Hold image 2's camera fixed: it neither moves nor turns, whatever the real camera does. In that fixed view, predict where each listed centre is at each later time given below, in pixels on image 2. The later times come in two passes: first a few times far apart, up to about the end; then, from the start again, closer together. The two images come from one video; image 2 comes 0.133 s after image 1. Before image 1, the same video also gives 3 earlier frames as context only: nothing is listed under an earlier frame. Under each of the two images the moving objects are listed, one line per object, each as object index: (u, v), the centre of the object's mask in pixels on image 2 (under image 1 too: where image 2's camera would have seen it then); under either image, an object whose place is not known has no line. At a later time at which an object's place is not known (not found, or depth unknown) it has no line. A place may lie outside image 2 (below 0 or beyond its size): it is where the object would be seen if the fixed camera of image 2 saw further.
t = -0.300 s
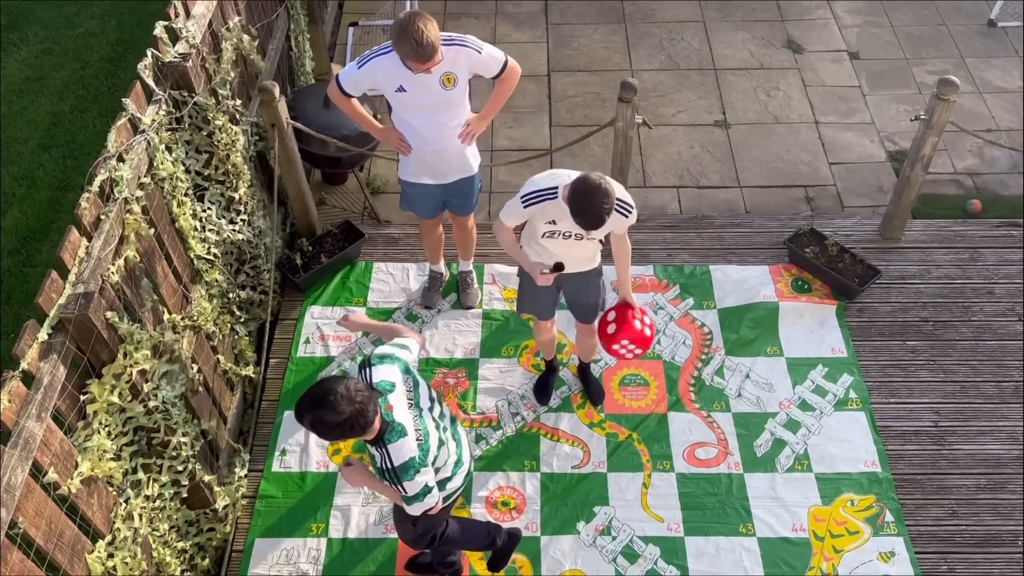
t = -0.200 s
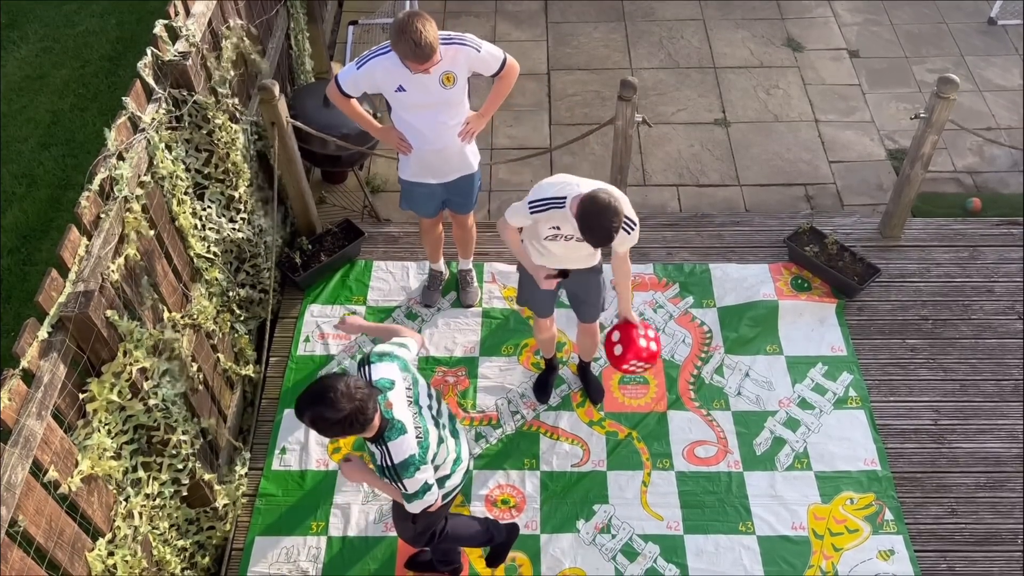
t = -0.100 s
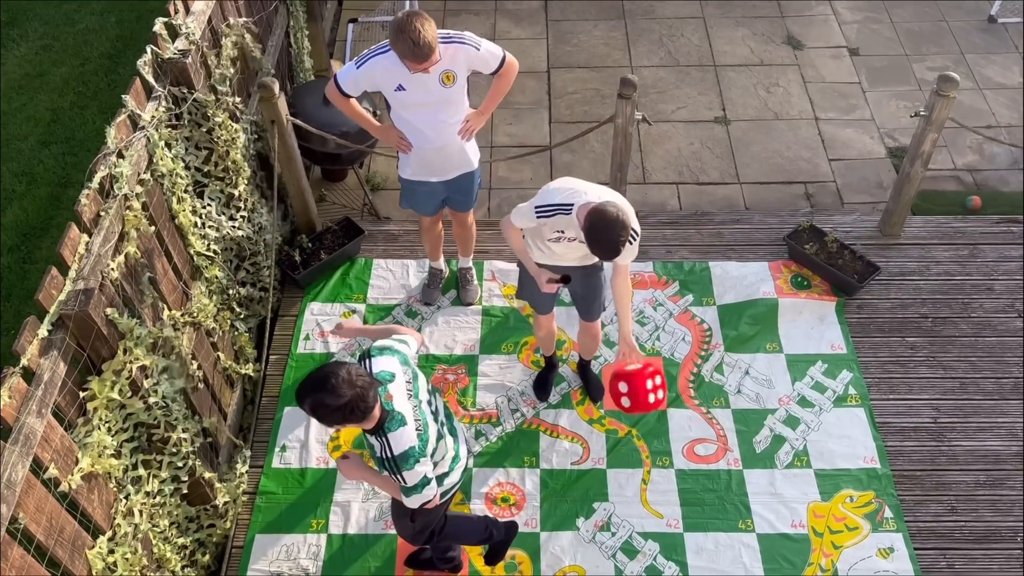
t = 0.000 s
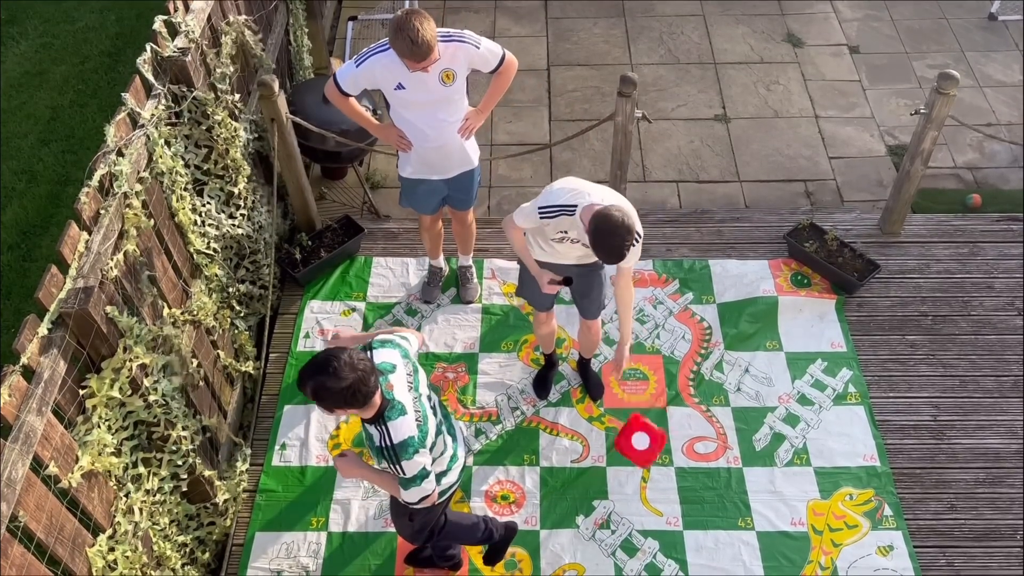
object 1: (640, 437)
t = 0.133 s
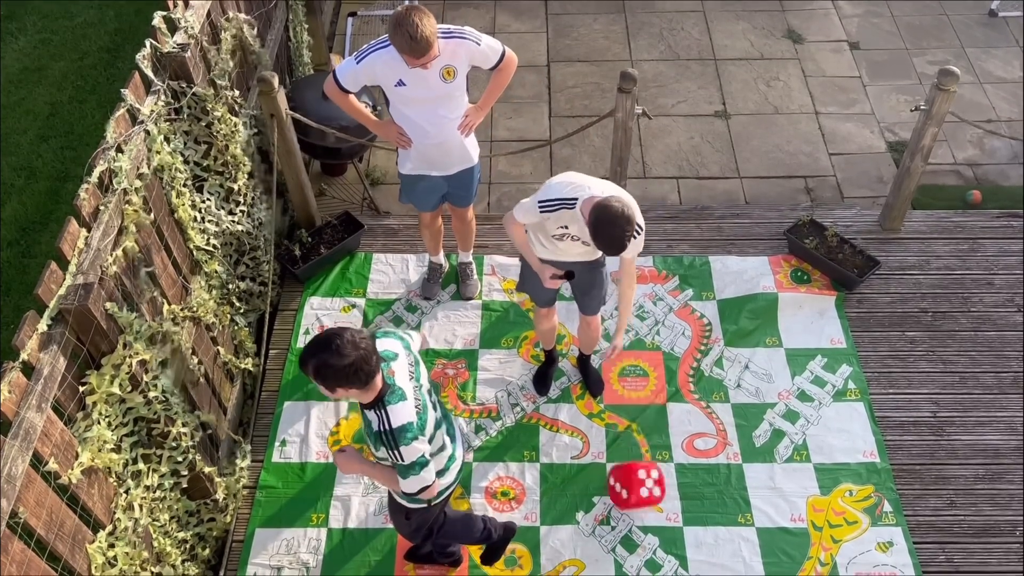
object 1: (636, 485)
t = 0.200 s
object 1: (632, 495)
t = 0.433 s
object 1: (612, 548)
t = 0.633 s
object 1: (598, 572)
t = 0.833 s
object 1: (594, 575)
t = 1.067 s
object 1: (598, 575)
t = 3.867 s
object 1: (594, 575)
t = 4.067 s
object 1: (594, 574)
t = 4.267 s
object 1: (594, 574)
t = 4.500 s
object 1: (594, 575)
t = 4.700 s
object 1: (594, 574)
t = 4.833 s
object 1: (594, 574)
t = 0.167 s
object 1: (635, 490)
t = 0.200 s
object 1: (632, 495)
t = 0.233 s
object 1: (630, 501)
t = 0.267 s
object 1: (626, 508)
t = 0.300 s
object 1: (623, 516)
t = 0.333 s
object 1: (621, 526)
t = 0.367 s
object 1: (618, 534)
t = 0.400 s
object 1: (614, 543)
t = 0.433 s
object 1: (612, 548)
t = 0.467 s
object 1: (610, 552)
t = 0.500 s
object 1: (608, 555)
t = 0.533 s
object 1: (605, 558)
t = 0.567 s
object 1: (603, 563)
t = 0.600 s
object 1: (601, 567)
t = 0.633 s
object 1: (598, 572)
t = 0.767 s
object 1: (595, 575)
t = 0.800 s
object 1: (594, 575)
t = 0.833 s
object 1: (594, 575)
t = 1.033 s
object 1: (597, 575)
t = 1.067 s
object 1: (598, 575)
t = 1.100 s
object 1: (597, 574)
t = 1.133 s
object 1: (597, 575)
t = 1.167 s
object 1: (596, 575)
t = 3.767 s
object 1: (594, 575)
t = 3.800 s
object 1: (594, 575)
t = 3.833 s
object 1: (594, 575)
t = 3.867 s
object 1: (594, 575)
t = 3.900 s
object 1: (594, 575)
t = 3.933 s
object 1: (594, 575)
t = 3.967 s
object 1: (594, 575)
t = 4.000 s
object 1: (594, 574)
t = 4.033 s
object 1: (594, 574)
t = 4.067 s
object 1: (594, 574)
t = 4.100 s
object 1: (594, 574)
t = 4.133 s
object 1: (594, 574)
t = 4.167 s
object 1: (594, 574)
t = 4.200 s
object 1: (594, 574)
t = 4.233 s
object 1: (594, 574)
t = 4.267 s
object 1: (594, 574)
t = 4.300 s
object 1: (594, 574)
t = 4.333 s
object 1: (594, 574)
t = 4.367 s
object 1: (594, 574)
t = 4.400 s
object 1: (594, 574)
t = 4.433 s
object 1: (594, 575)
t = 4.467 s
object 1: (594, 575)
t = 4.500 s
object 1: (594, 575)
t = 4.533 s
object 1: (594, 574)
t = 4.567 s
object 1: (594, 574)
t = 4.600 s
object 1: (594, 574)
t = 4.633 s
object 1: (594, 575)
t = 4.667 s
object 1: (594, 574)
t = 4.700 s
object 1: (594, 574)
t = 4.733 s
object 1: (594, 574)
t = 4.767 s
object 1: (594, 574)
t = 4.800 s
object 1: (594, 574)
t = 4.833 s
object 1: (594, 574)
